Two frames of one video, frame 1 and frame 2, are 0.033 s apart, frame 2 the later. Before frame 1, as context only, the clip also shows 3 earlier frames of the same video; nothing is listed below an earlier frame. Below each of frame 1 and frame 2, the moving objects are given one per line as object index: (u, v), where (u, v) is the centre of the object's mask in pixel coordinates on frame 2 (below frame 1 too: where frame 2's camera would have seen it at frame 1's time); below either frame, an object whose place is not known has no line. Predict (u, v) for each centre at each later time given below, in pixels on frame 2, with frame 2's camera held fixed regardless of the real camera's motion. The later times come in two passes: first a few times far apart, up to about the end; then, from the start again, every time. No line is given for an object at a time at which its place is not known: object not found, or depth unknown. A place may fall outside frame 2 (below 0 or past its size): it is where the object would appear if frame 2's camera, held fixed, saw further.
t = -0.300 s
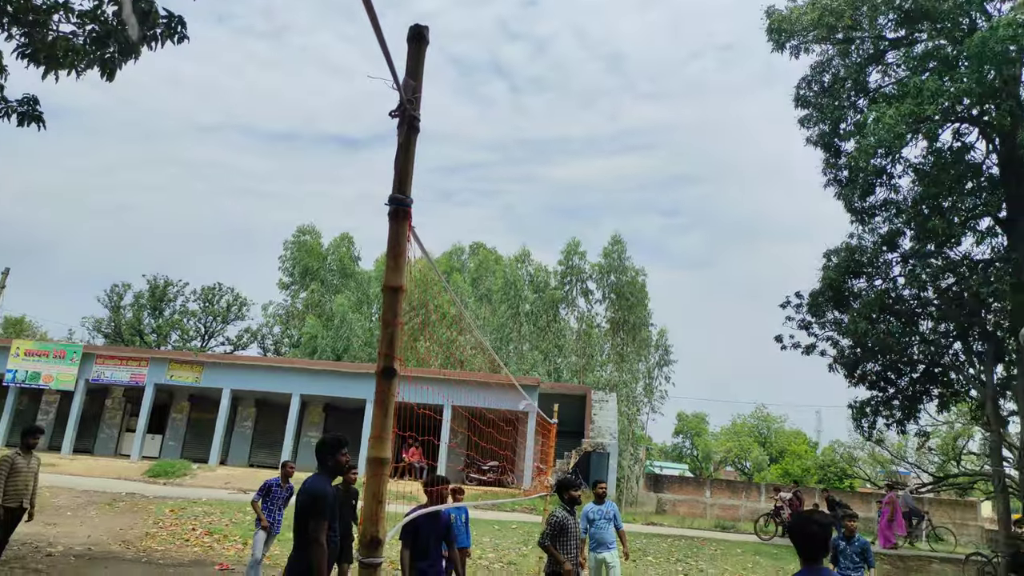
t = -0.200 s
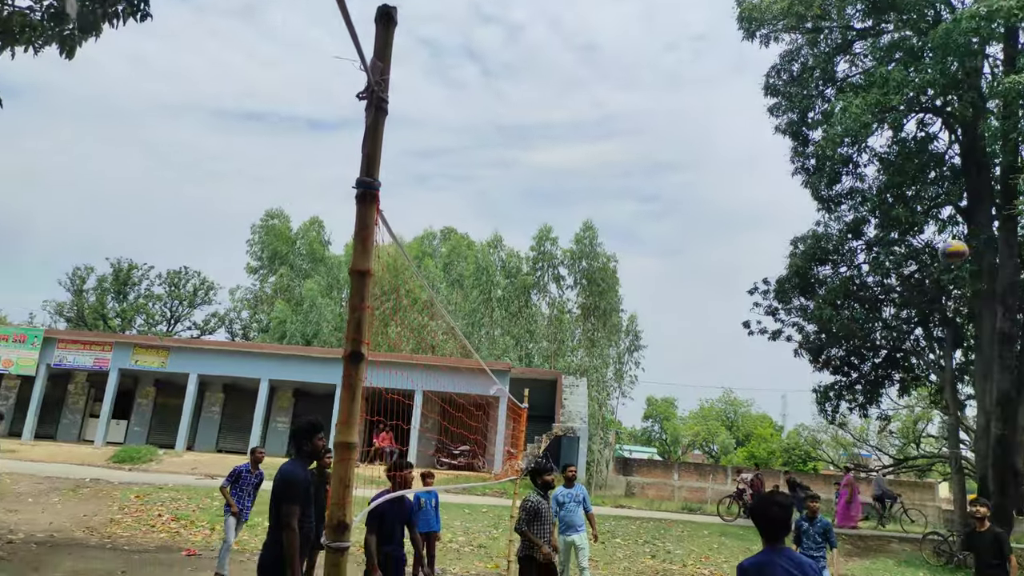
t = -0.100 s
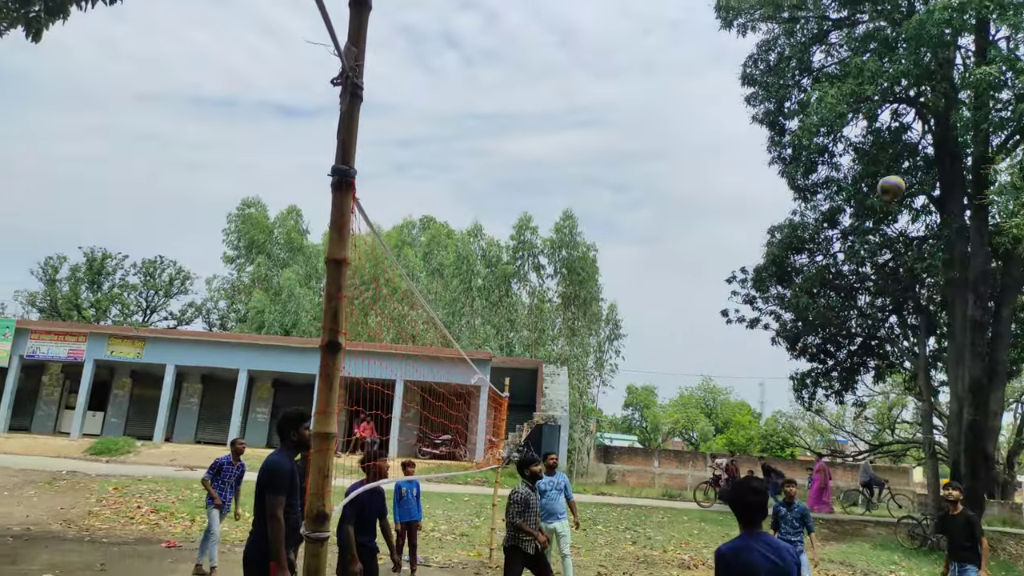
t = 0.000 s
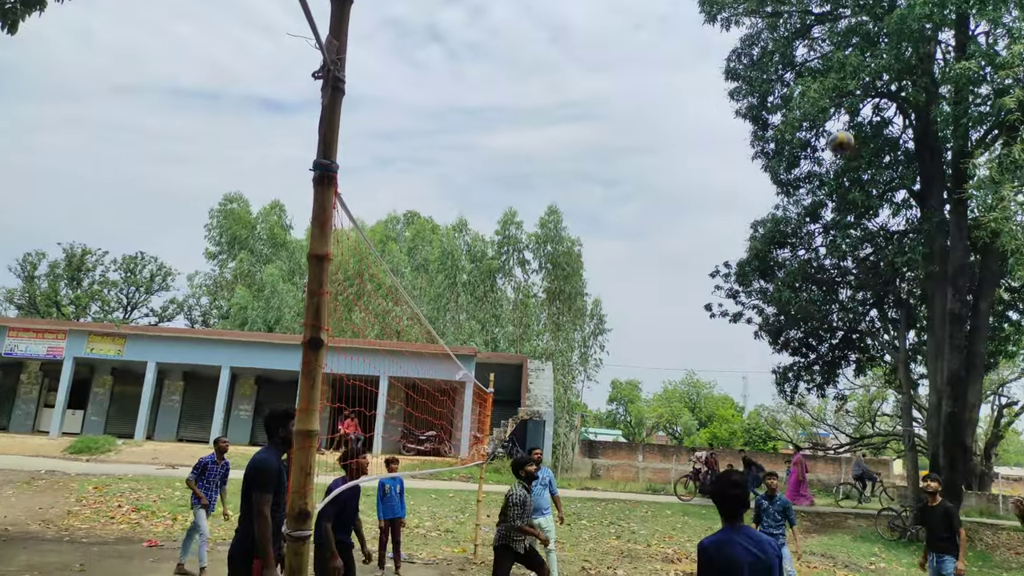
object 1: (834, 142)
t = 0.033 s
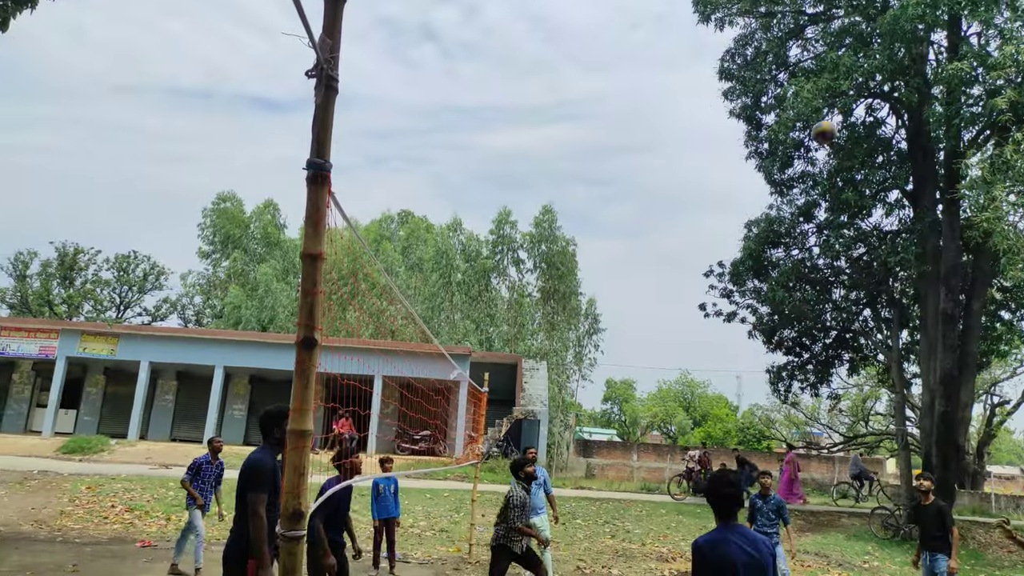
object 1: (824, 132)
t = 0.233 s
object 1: (767, 95)
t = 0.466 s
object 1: (708, 100)
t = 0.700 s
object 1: (655, 156)
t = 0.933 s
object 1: (602, 256)
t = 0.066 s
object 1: (813, 123)
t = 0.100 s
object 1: (804, 115)
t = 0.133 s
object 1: (794, 108)
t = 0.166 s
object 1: (785, 103)
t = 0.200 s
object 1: (776, 98)
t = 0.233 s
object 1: (767, 95)
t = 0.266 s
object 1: (757, 94)
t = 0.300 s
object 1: (749, 93)
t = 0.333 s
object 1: (741, 92)
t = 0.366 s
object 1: (732, 93)
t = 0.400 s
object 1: (724, 94)
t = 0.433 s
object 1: (716, 97)
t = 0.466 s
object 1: (708, 100)
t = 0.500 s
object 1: (700, 106)
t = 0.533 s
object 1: (693, 112)
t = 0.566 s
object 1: (685, 118)
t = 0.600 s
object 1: (678, 126)
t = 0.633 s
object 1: (670, 135)
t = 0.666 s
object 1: (662, 145)
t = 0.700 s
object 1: (655, 156)
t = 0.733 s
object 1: (647, 167)
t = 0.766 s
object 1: (640, 180)
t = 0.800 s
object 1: (632, 193)
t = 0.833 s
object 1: (624, 208)
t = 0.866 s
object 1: (617, 223)
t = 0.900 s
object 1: (610, 239)
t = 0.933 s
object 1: (602, 256)
